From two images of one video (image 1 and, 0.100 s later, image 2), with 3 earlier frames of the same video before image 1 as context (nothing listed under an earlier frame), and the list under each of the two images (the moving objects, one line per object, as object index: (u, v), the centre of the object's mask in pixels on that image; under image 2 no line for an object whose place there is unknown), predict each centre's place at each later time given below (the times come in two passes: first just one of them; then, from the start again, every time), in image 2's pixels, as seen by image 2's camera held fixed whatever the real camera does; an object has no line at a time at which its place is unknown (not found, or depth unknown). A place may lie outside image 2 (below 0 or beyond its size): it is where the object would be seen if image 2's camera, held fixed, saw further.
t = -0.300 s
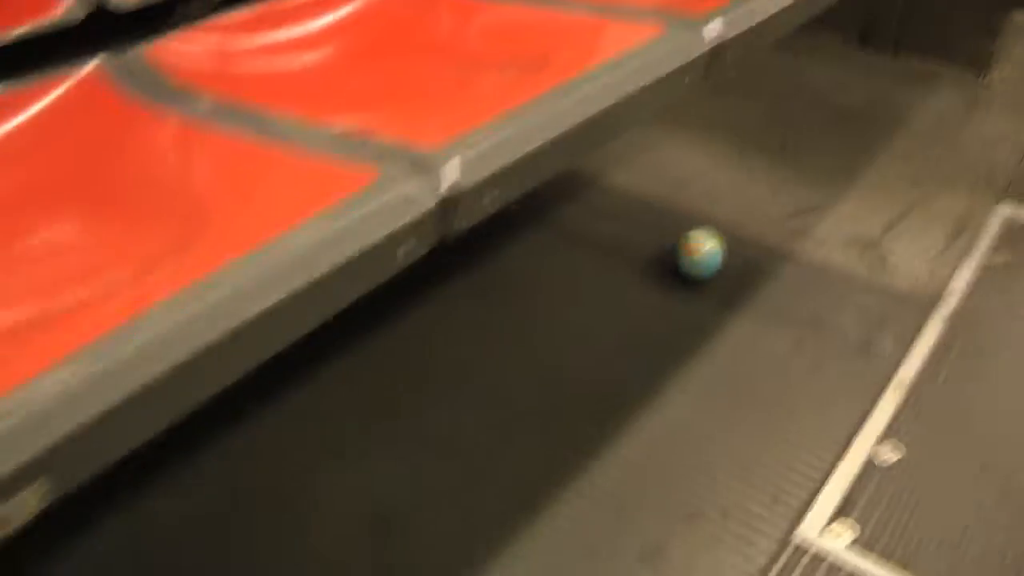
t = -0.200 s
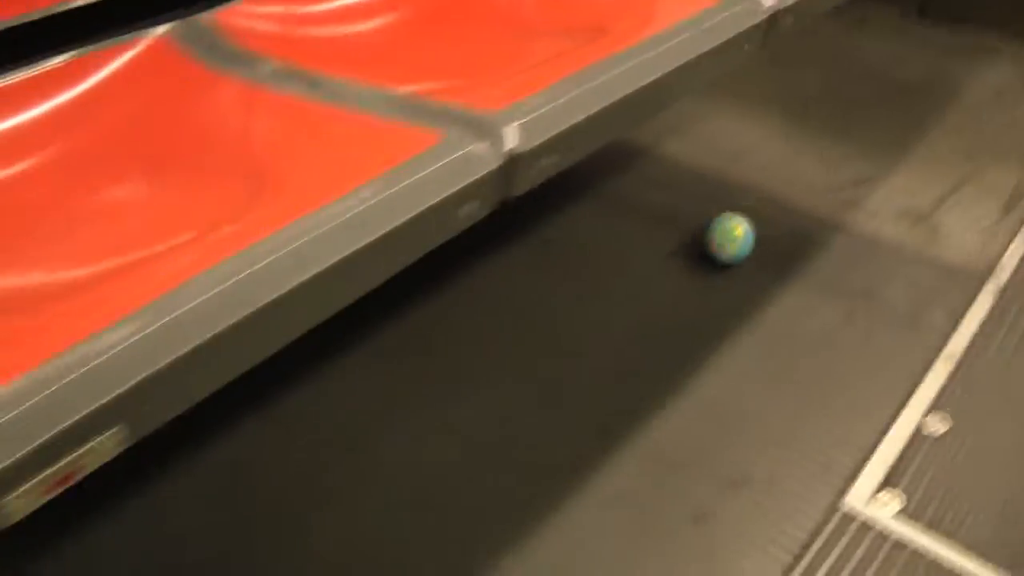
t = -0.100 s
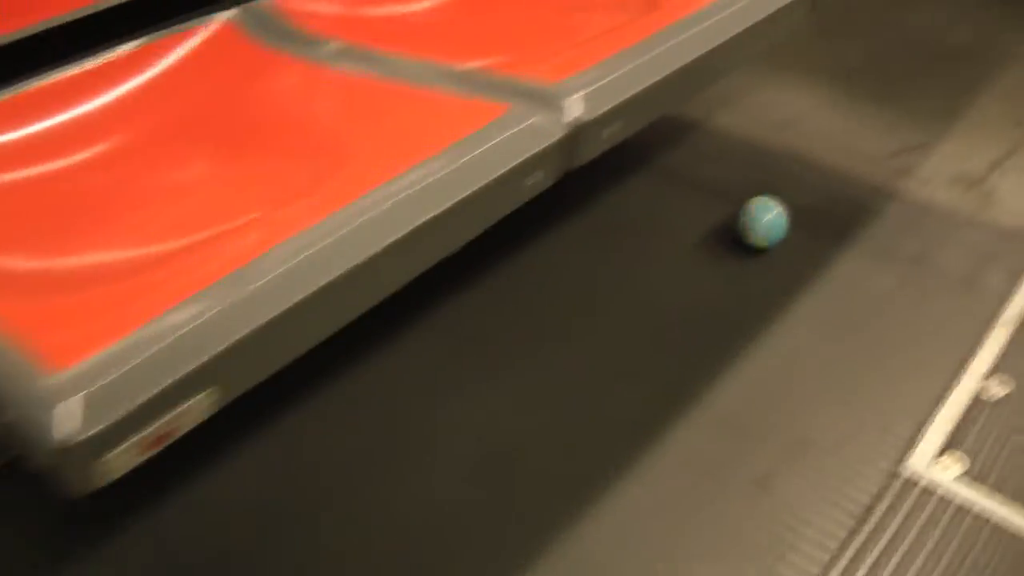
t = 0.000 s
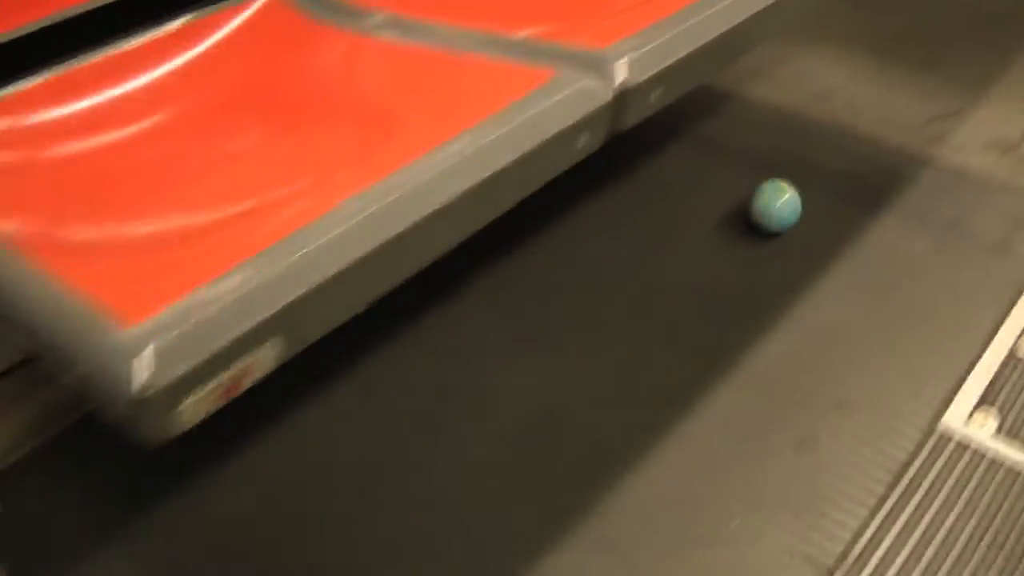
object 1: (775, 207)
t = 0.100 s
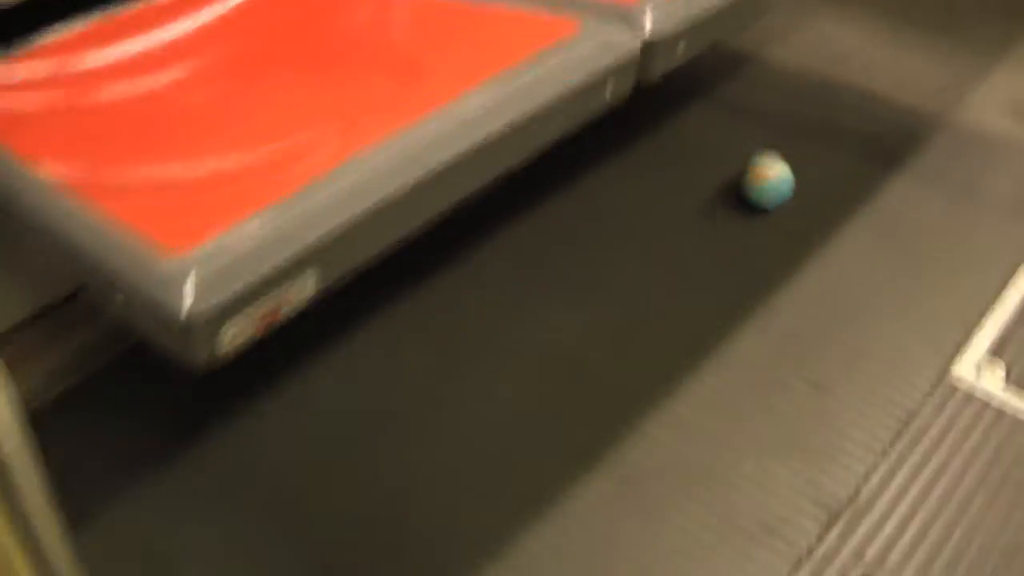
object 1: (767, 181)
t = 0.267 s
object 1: (720, 216)
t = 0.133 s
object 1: (758, 189)
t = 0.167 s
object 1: (748, 196)
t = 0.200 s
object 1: (739, 203)
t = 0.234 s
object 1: (730, 208)
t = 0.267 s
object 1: (720, 216)
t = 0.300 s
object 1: (710, 224)
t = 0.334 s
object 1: (702, 232)
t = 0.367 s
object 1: (691, 240)
